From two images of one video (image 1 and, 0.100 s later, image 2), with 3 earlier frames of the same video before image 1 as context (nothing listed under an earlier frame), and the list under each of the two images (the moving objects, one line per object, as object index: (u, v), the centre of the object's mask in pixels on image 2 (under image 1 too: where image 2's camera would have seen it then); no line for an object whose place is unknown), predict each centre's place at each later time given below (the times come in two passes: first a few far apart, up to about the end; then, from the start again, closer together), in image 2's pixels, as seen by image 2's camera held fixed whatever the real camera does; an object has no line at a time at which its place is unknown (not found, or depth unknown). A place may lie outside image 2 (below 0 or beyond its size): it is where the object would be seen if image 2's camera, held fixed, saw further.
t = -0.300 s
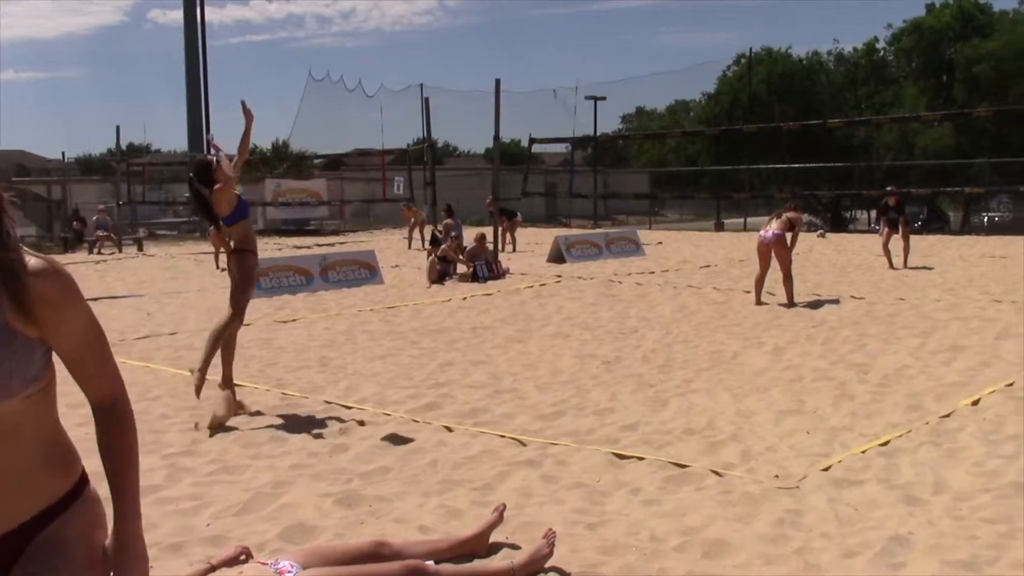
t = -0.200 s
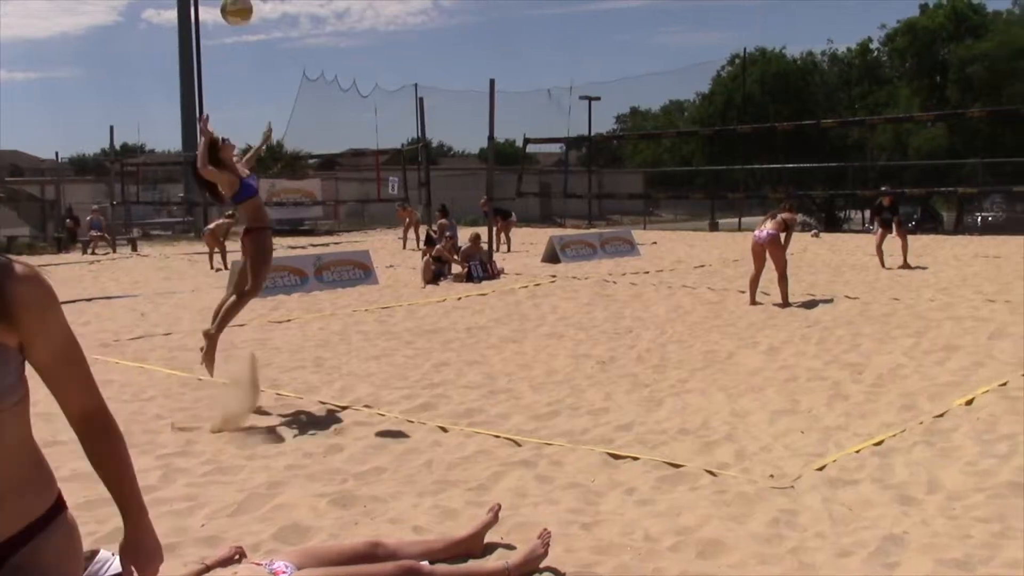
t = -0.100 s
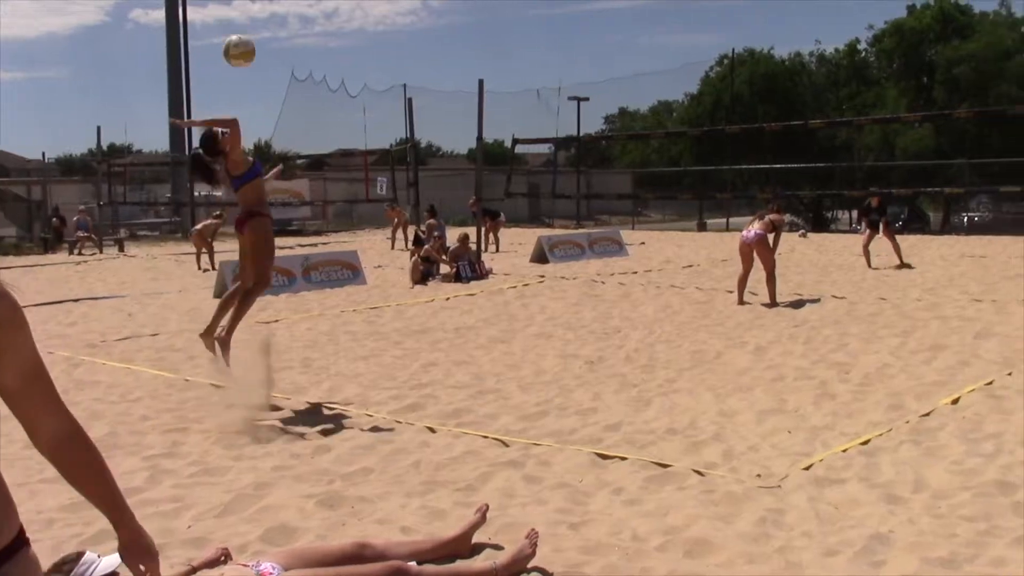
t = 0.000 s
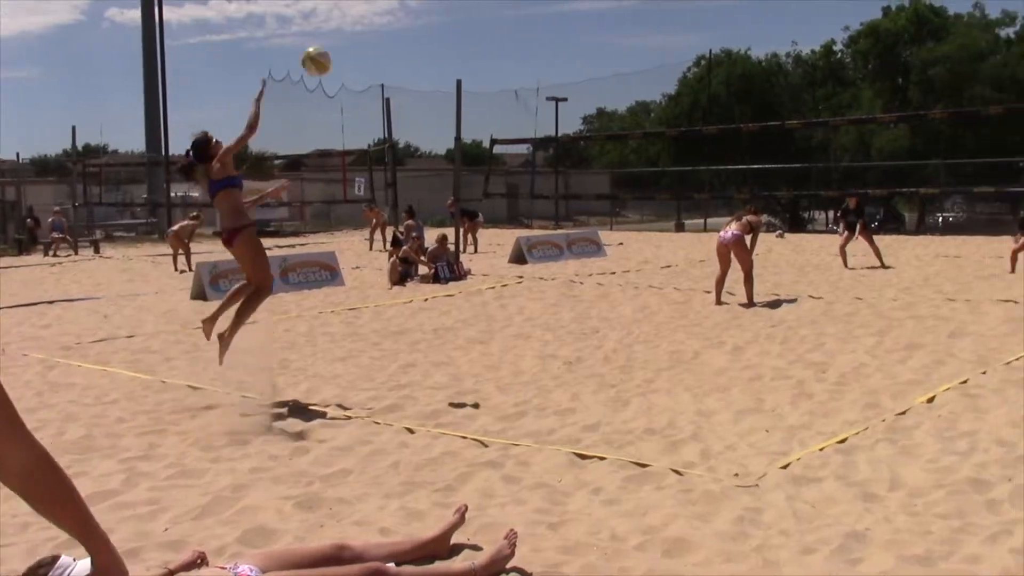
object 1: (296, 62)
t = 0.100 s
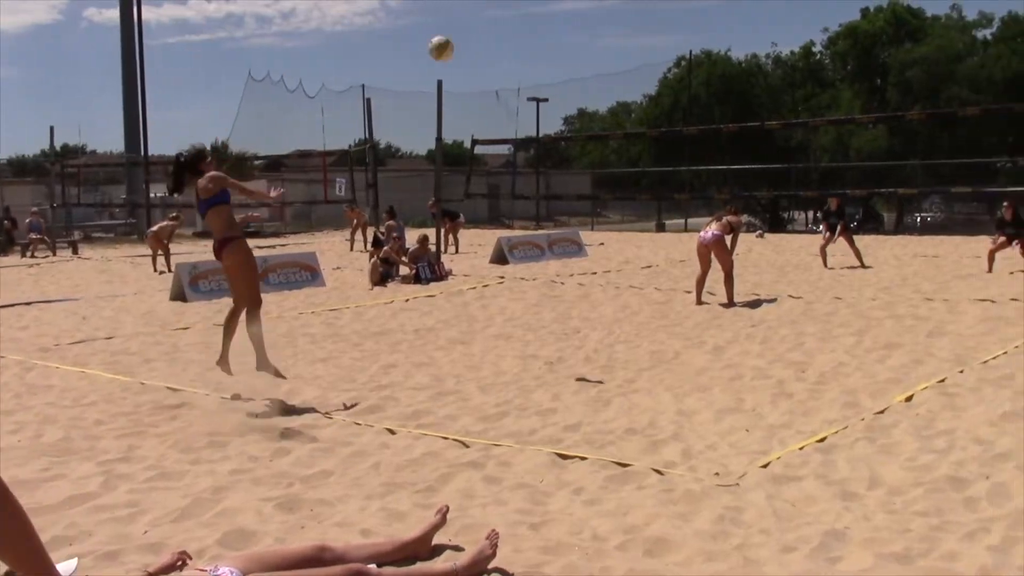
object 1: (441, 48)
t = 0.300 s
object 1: (642, 56)
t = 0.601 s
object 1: (825, 122)
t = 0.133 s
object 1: (481, 47)
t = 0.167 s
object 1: (518, 47)
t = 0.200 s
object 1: (553, 48)
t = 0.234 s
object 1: (585, 49)
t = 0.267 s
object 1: (614, 52)
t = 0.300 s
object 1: (642, 56)
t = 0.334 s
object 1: (667, 61)
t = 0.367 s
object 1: (692, 67)
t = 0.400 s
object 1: (715, 73)
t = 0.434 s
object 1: (736, 81)
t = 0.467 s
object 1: (757, 88)
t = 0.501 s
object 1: (776, 96)
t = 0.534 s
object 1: (793, 105)
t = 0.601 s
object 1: (825, 122)
